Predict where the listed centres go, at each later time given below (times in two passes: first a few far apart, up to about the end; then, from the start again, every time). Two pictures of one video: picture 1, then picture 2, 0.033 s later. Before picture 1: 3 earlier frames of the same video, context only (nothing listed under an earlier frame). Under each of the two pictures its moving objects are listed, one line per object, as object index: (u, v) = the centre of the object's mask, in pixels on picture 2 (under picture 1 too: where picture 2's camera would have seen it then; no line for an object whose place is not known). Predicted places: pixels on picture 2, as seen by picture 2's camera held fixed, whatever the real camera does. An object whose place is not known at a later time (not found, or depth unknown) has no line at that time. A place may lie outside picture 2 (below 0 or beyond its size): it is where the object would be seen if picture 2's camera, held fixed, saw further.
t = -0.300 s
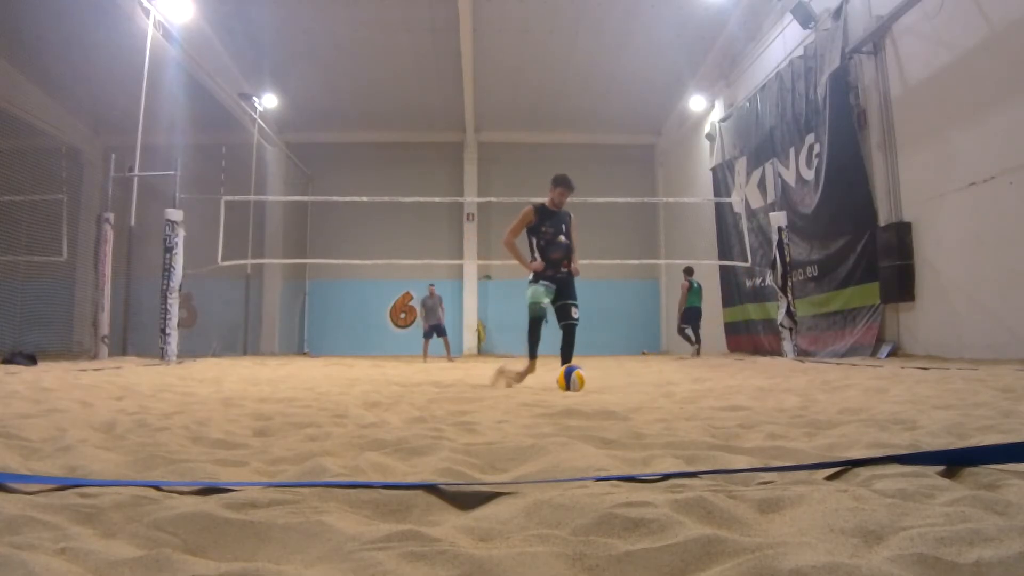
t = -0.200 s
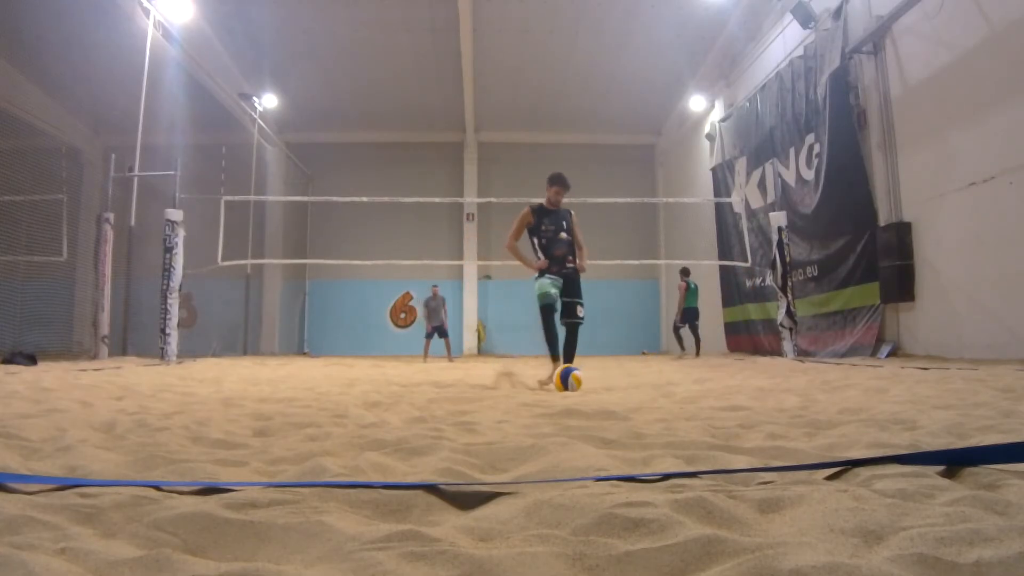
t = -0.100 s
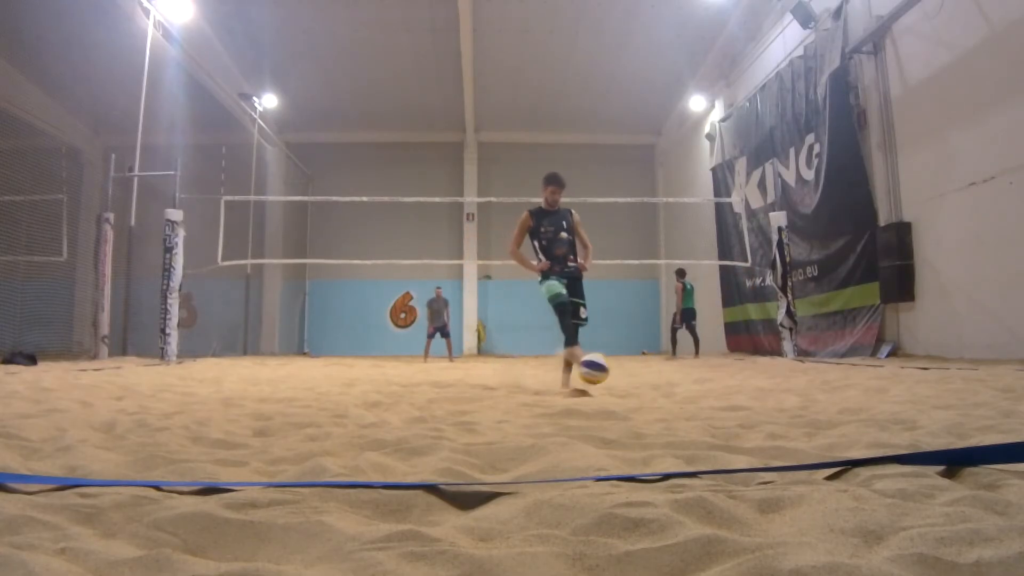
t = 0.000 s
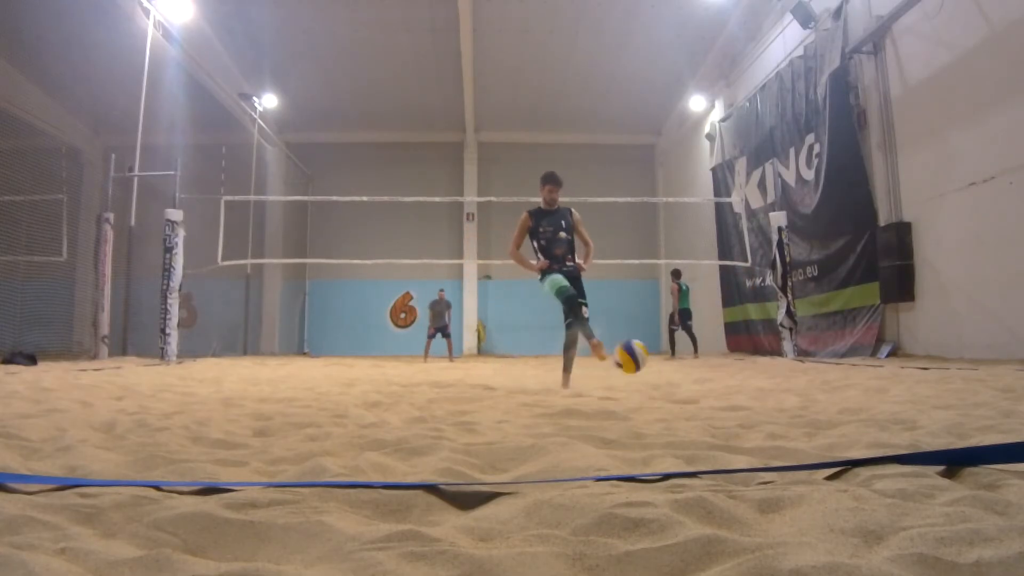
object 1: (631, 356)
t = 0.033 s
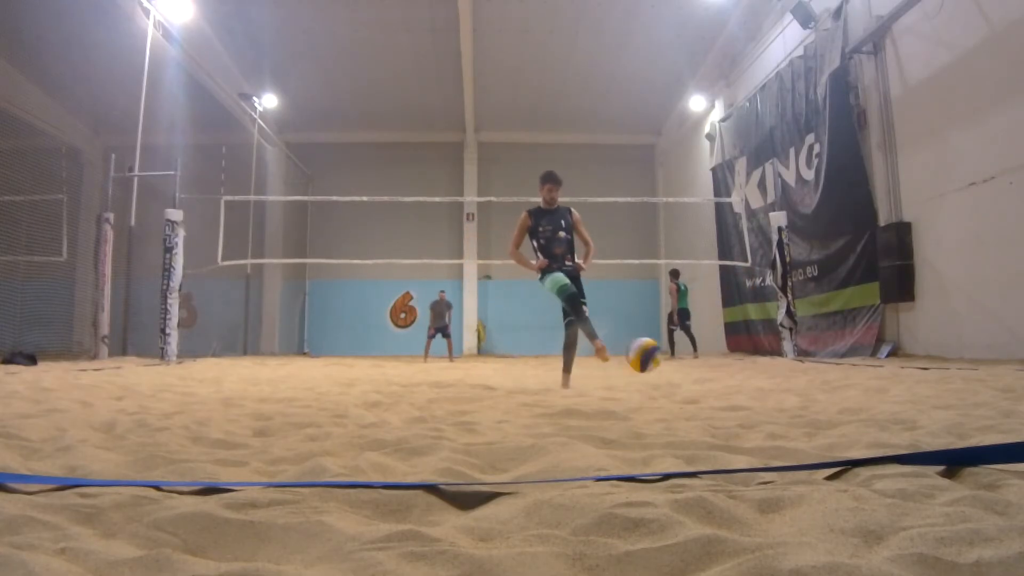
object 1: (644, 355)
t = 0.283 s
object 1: (766, 384)
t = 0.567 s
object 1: (932, 387)
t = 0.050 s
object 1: (651, 355)
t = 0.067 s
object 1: (657, 355)
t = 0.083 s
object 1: (664, 357)
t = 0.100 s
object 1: (672, 358)
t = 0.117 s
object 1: (680, 360)
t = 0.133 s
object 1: (689, 363)
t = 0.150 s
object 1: (697, 366)
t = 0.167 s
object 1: (704, 370)
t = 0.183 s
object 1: (714, 375)
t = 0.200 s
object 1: (722, 382)
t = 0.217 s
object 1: (730, 383)
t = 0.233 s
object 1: (739, 382)
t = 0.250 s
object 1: (748, 382)
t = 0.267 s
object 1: (757, 383)
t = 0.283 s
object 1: (766, 384)
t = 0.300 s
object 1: (776, 385)
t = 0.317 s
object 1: (787, 388)
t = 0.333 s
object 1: (797, 389)
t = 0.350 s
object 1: (805, 389)
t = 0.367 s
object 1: (814, 388)
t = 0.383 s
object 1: (823, 385)
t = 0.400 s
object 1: (831, 383)
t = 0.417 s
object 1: (840, 381)
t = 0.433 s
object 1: (849, 380)
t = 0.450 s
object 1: (859, 379)
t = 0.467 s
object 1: (868, 380)
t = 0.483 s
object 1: (877, 381)
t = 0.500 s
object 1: (888, 383)
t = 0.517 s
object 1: (898, 385)
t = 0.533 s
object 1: (910, 384)
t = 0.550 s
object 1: (921, 385)
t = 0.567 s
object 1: (932, 387)
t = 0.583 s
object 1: (944, 389)
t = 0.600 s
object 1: (958, 393)
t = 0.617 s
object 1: (968, 392)
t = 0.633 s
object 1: (979, 391)
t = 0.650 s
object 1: (992, 391)
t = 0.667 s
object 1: (998, 389)
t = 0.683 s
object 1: (1005, 388)
